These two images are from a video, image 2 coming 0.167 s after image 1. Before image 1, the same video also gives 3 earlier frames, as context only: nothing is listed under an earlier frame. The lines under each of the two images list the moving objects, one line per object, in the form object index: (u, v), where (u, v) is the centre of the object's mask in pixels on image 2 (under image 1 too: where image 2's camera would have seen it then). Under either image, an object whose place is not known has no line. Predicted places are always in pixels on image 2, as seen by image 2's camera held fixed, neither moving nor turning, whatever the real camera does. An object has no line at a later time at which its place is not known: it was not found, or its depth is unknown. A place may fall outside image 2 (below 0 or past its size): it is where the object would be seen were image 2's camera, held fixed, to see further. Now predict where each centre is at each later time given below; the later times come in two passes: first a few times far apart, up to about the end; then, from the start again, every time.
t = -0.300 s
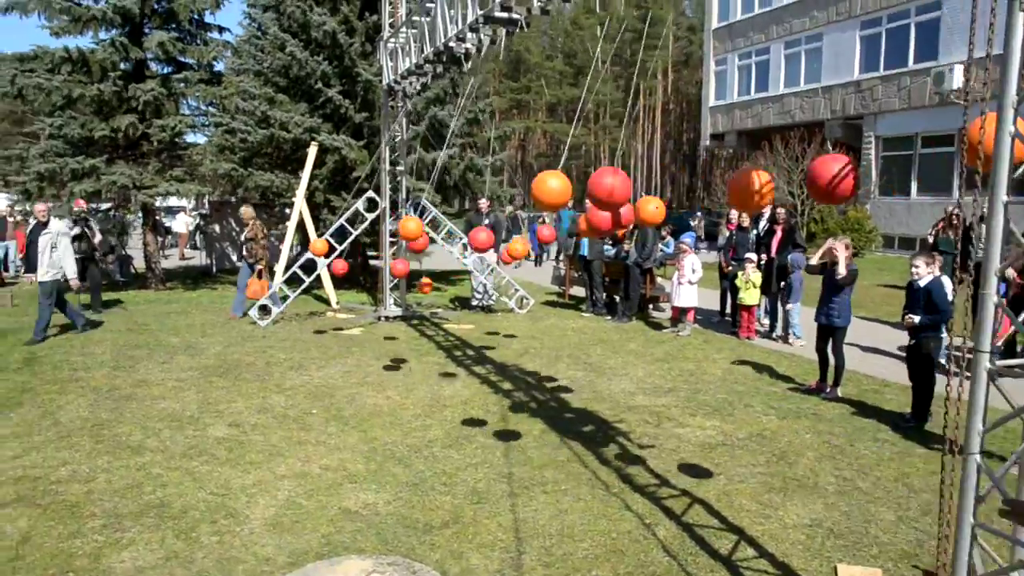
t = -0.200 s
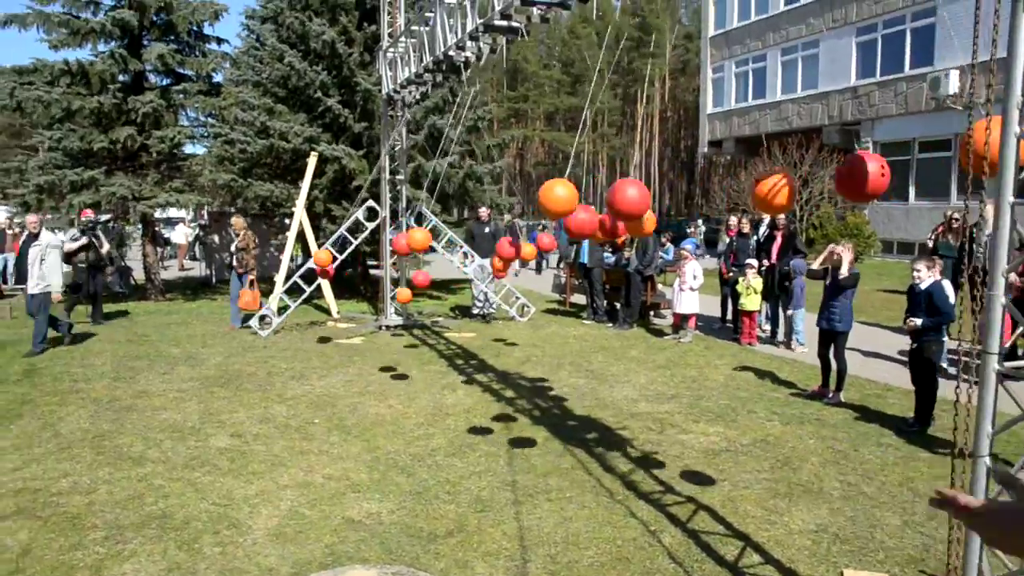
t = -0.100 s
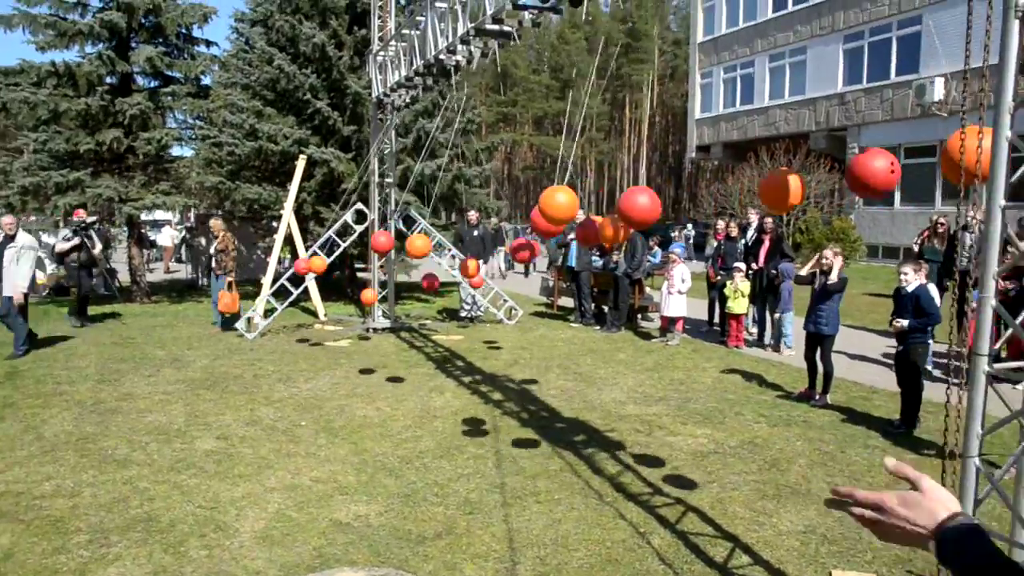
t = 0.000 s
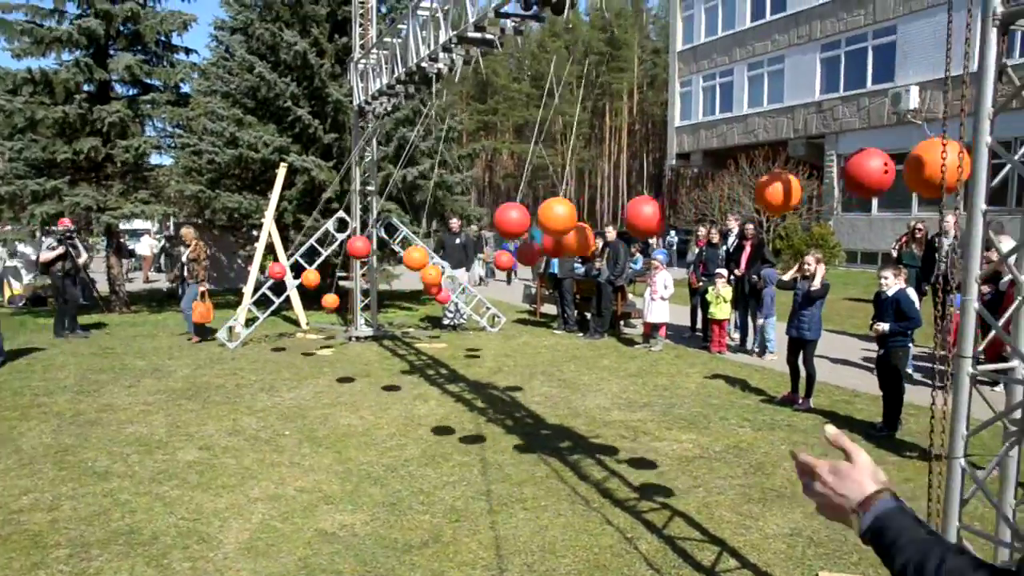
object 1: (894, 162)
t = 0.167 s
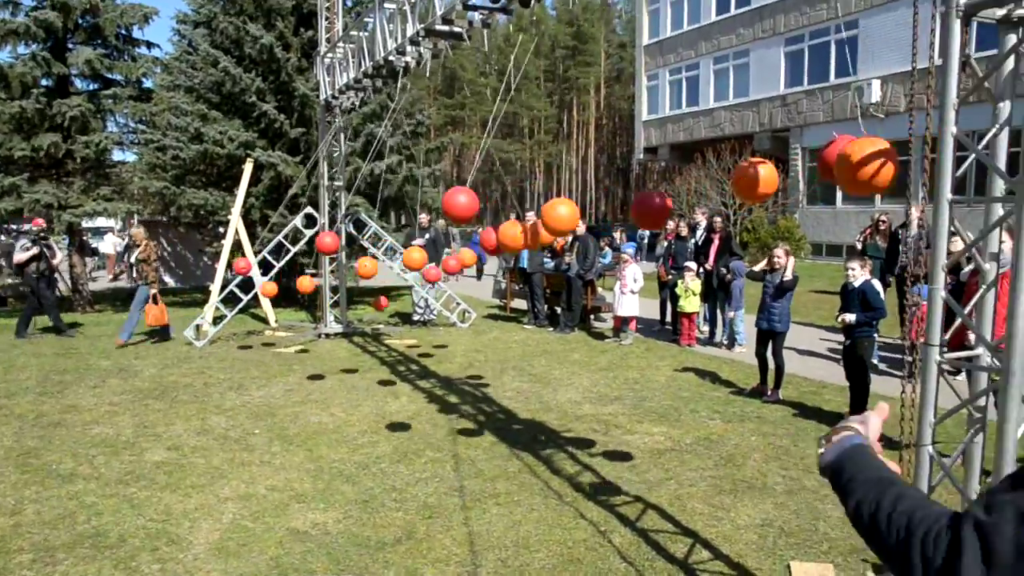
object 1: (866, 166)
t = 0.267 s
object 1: (841, 166)
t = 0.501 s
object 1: (777, 152)
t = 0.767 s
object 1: (739, 129)
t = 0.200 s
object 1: (858, 166)
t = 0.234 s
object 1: (849, 166)
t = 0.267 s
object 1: (841, 166)
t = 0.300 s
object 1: (832, 164)
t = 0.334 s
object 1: (822, 163)
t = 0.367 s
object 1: (819, 162)
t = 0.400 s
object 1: (803, 159)
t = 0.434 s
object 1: (790, 155)
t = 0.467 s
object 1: (784, 153)
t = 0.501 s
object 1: (777, 152)
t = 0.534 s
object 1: (770, 148)
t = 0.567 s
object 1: (764, 143)
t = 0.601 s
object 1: (760, 139)
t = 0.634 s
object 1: (755, 137)
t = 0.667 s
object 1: (749, 134)
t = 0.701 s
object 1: (744, 132)
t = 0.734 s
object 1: (740, 130)
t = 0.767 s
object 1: (739, 129)
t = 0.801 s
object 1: (737, 128)
